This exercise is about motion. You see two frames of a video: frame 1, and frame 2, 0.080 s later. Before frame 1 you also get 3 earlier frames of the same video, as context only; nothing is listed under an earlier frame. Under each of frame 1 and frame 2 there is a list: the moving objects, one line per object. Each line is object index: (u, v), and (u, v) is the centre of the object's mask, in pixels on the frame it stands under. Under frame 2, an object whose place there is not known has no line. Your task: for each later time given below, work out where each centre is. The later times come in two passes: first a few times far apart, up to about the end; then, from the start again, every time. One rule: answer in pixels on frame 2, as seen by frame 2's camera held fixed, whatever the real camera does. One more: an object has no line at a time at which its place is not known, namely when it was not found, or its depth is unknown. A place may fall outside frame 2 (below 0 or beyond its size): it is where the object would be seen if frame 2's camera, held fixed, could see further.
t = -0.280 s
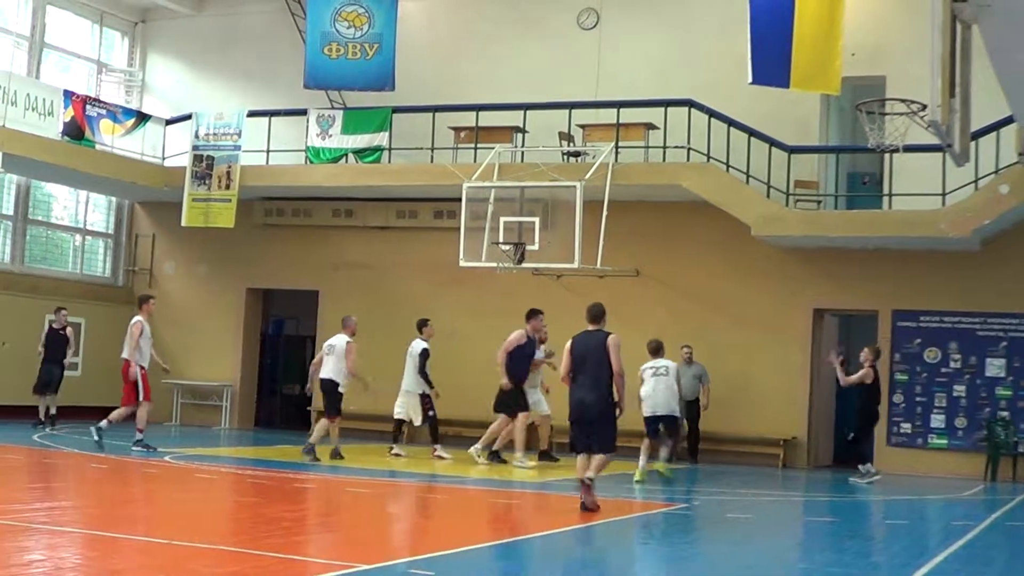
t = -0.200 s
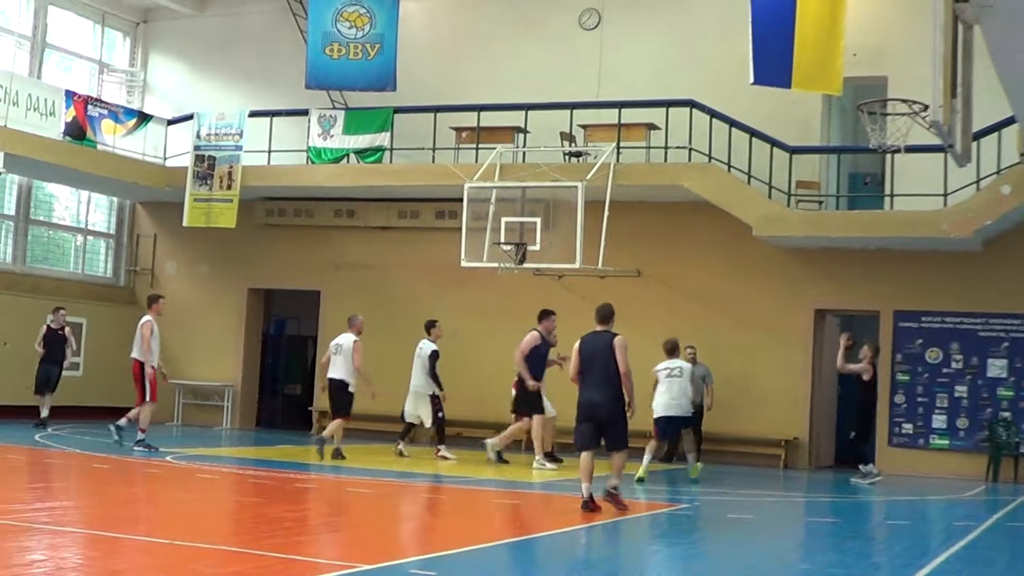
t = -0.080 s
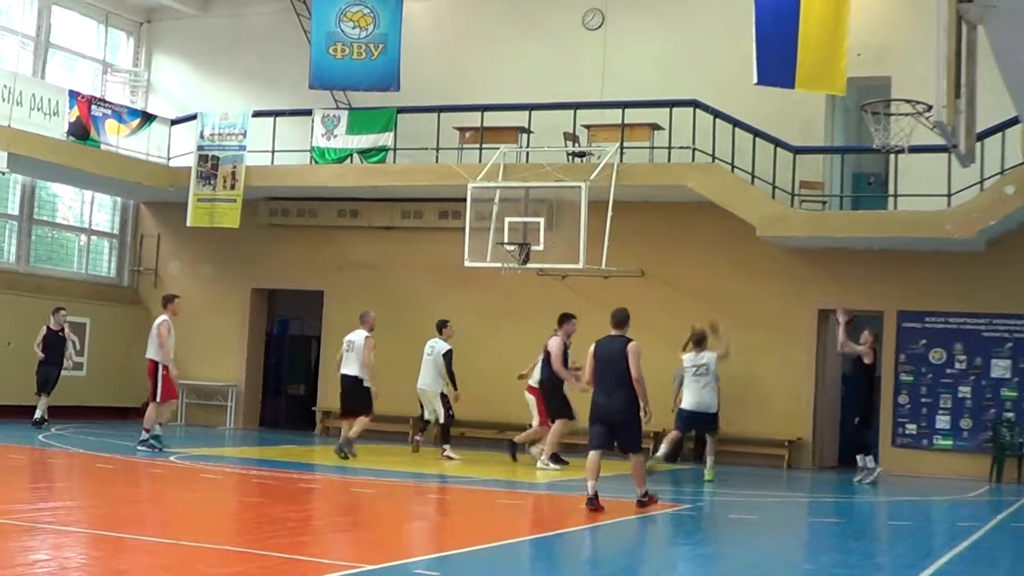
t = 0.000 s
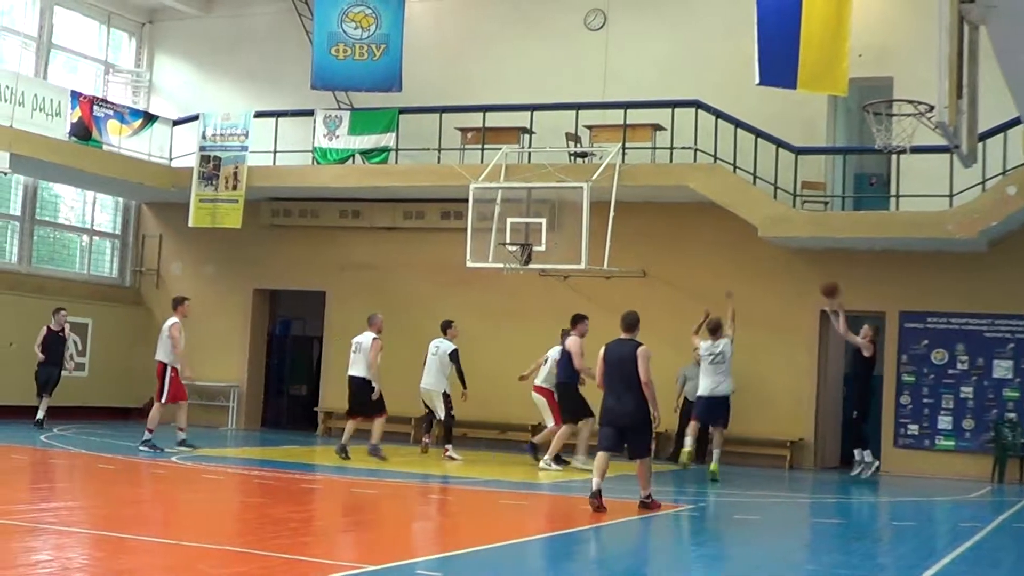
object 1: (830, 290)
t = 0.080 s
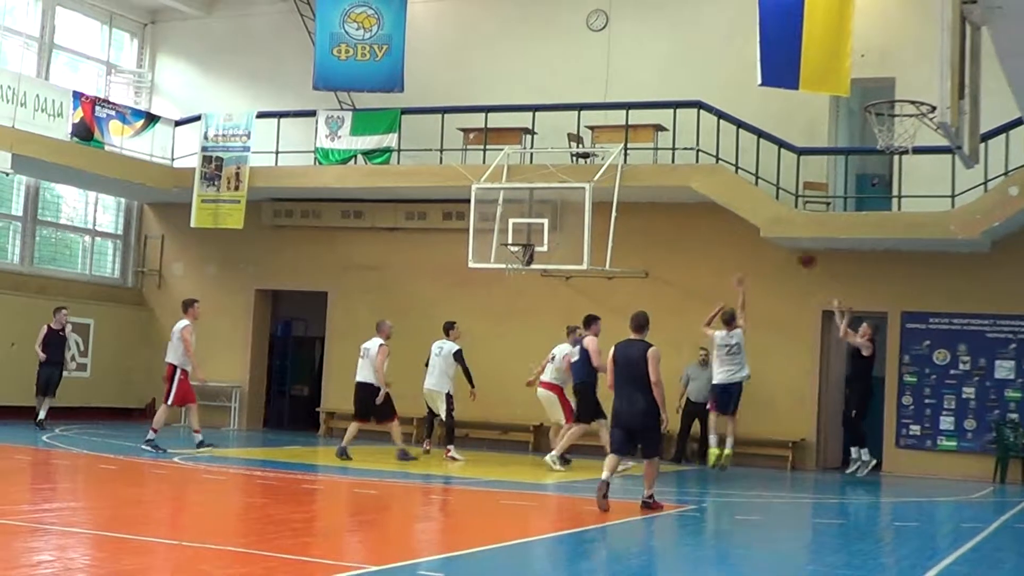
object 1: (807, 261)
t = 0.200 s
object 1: (766, 220)
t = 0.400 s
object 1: (703, 180)
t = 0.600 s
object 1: (641, 170)
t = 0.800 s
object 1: (579, 188)
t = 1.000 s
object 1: (518, 233)
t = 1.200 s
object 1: (525, 256)
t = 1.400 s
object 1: (514, 277)
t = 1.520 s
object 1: (508, 299)
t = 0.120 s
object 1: (792, 245)
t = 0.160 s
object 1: (779, 230)
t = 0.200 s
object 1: (766, 220)
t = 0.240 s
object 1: (754, 210)
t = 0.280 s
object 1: (741, 200)
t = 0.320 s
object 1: (728, 192)
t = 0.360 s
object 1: (715, 185)
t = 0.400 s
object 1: (703, 180)
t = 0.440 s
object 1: (690, 176)
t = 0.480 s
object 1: (678, 173)
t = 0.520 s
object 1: (665, 170)
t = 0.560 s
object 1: (653, 170)
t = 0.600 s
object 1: (641, 170)
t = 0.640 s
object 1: (628, 171)
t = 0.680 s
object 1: (616, 174)
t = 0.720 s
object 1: (604, 177)
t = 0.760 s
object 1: (591, 182)
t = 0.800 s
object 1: (579, 188)
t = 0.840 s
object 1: (566, 195)
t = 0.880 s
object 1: (554, 203)
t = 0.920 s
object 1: (542, 212)
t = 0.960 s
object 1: (529, 222)
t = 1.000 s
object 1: (518, 233)
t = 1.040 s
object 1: (511, 242)
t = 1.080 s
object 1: (513, 246)
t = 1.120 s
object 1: (519, 251)
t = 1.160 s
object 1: (526, 255)
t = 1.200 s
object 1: (525, 256)
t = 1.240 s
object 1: (523, 257)
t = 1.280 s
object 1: (521, 264)
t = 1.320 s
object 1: (519, 268)
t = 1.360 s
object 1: (516, 272)
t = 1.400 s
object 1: (514, 277)
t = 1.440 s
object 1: (512, 283)
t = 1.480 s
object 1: (512, 290)
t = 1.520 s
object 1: (508, 299)
